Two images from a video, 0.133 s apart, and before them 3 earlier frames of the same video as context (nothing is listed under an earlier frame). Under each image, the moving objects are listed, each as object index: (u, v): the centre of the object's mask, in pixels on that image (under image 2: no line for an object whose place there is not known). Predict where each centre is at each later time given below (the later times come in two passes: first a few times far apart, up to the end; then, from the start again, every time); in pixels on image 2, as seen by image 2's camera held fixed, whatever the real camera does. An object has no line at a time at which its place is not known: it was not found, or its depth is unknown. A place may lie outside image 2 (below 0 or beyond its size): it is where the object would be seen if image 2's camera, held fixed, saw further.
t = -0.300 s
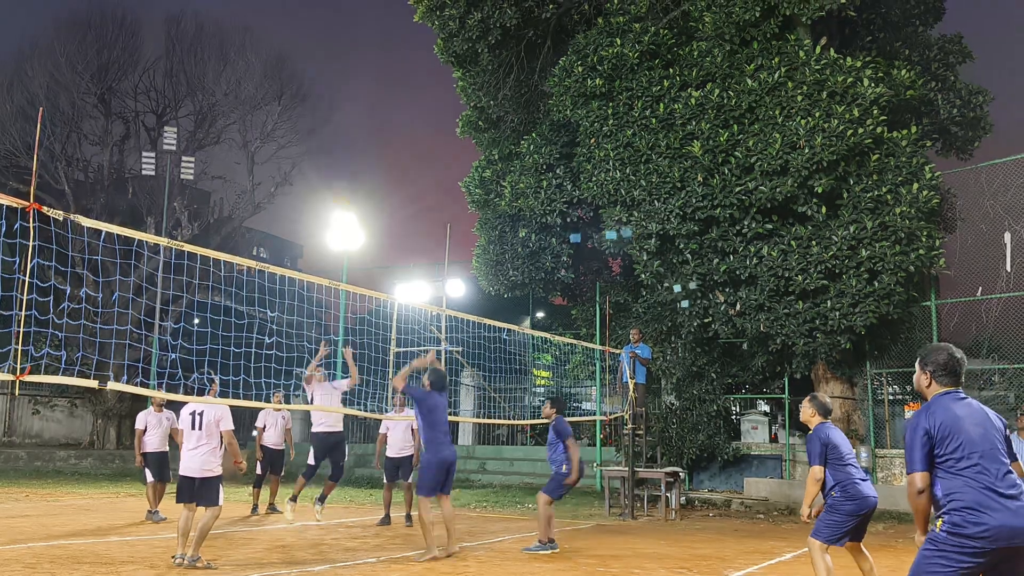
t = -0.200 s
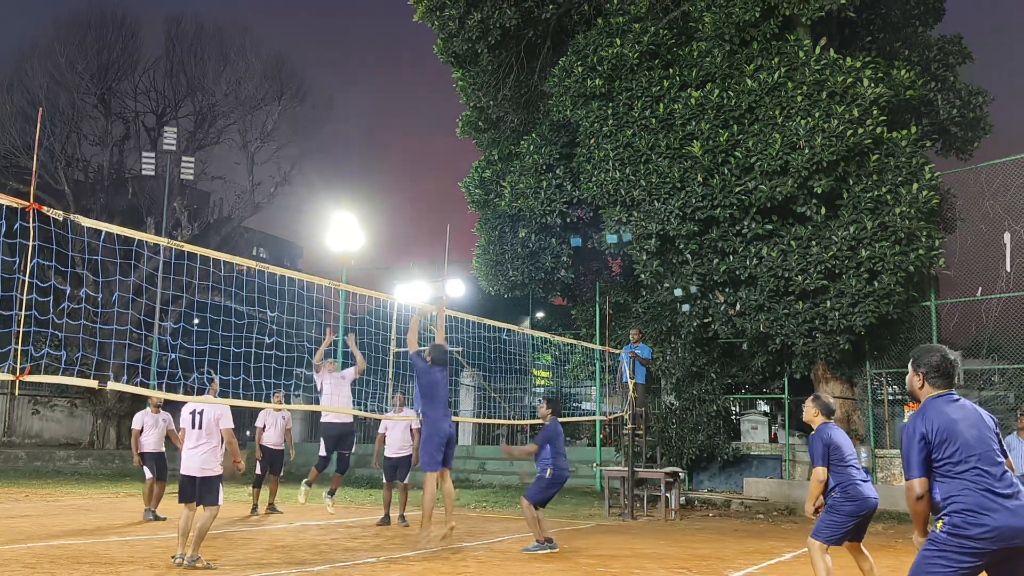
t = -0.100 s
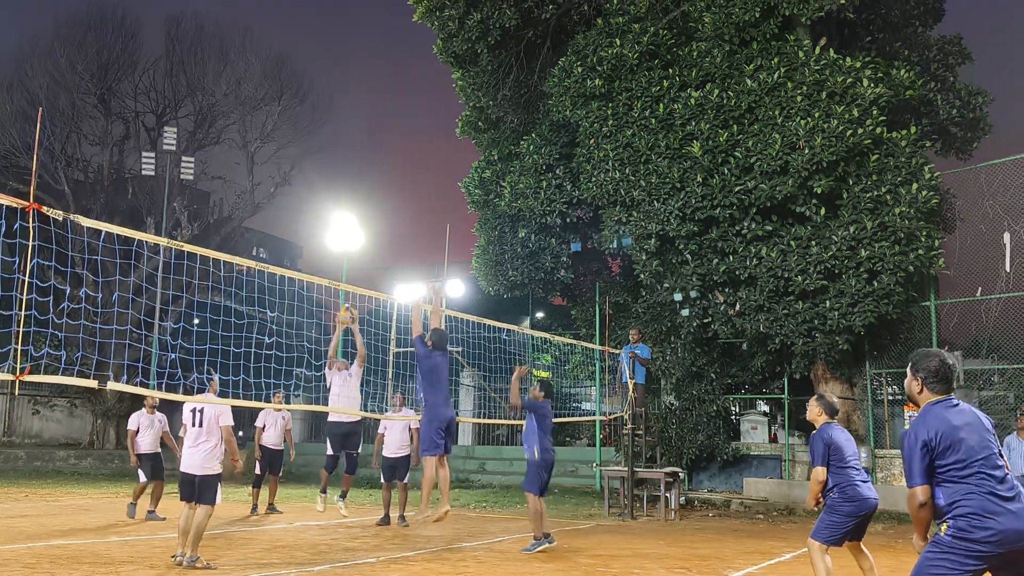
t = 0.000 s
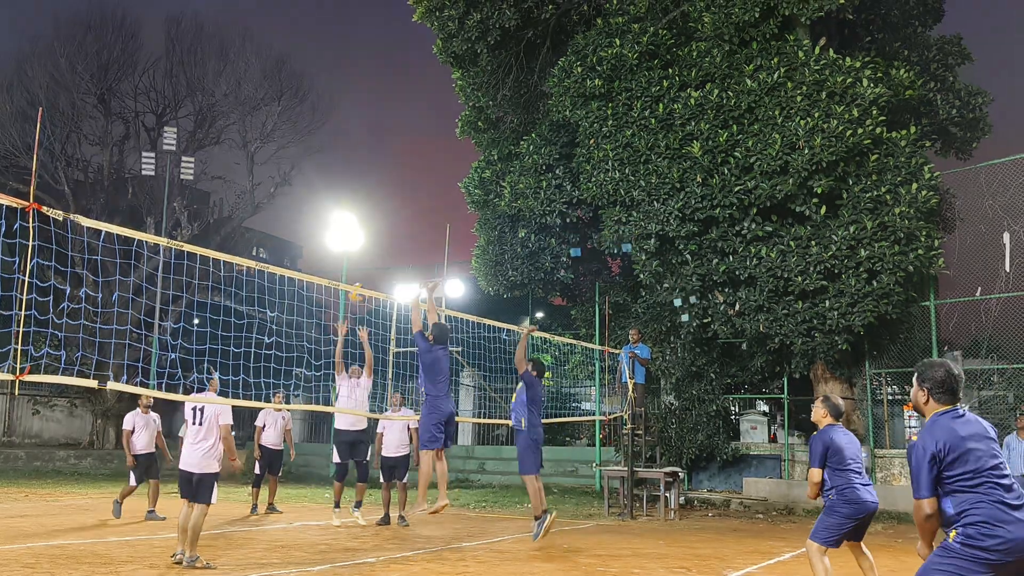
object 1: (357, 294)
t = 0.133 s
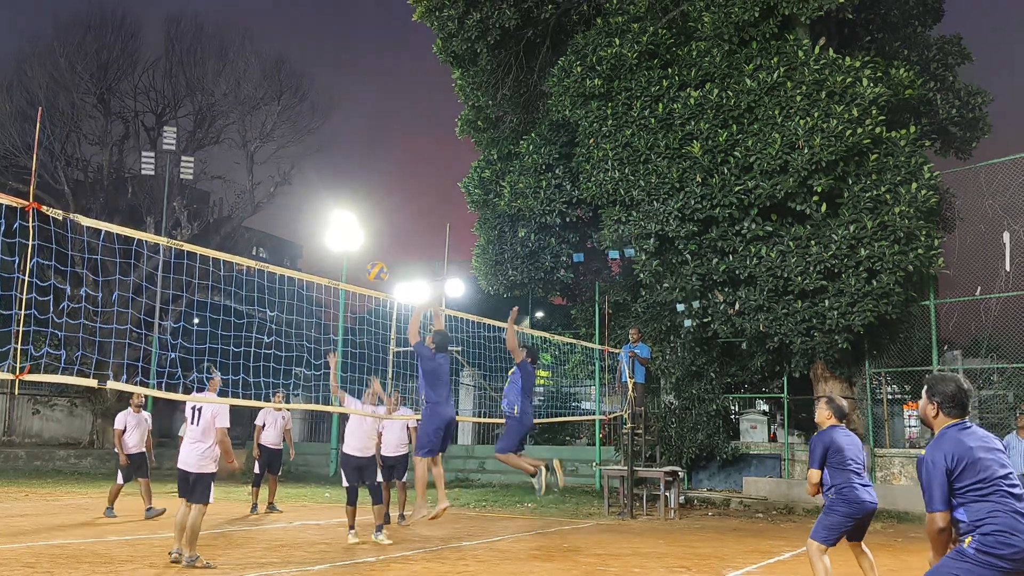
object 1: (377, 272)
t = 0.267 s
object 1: (397, 266)
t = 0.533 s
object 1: (447, 317)
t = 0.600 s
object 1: (461, 346)
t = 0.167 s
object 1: (381, 269)
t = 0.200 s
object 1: (386, 267)
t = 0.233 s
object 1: (392, 266)
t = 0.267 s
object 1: (397, 266)
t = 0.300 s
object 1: (402, 267)
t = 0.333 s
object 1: (408, 268)
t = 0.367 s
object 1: (414, 272)
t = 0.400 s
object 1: (421, 277)
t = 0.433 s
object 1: (427, 286)
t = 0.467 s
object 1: (436, 296)
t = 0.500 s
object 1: (441, 305)
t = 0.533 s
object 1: (447, 317)
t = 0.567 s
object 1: (453, 331)
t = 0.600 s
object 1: (461, 346)
